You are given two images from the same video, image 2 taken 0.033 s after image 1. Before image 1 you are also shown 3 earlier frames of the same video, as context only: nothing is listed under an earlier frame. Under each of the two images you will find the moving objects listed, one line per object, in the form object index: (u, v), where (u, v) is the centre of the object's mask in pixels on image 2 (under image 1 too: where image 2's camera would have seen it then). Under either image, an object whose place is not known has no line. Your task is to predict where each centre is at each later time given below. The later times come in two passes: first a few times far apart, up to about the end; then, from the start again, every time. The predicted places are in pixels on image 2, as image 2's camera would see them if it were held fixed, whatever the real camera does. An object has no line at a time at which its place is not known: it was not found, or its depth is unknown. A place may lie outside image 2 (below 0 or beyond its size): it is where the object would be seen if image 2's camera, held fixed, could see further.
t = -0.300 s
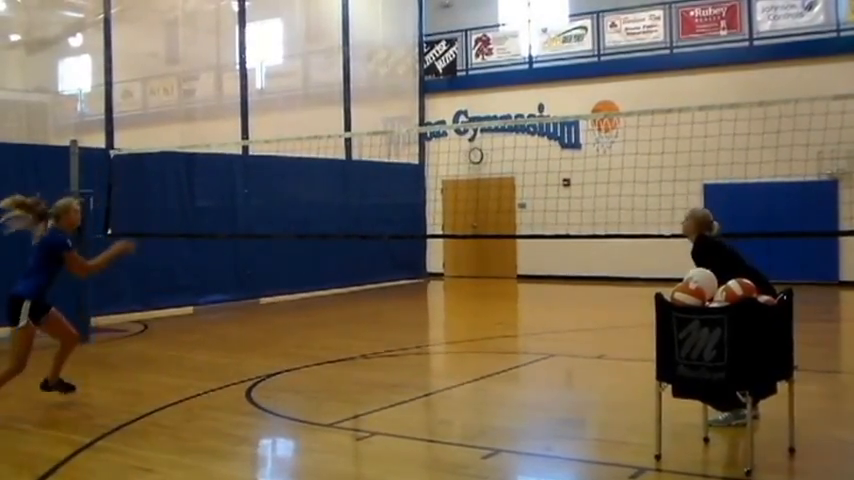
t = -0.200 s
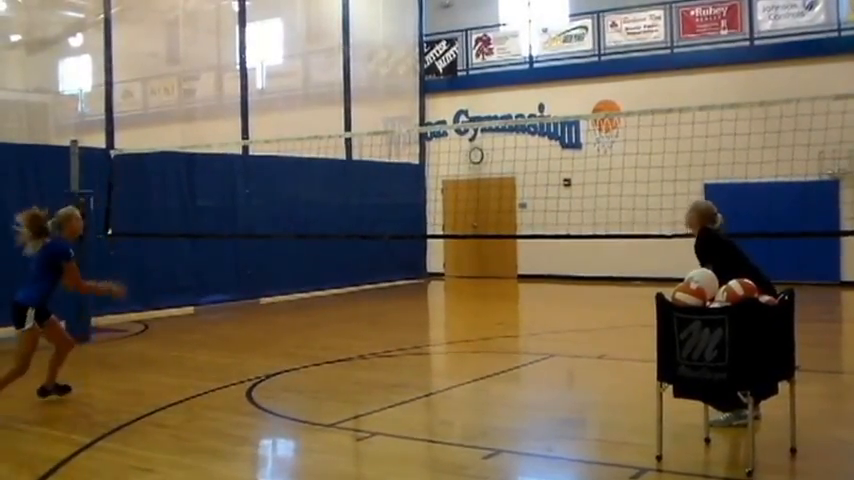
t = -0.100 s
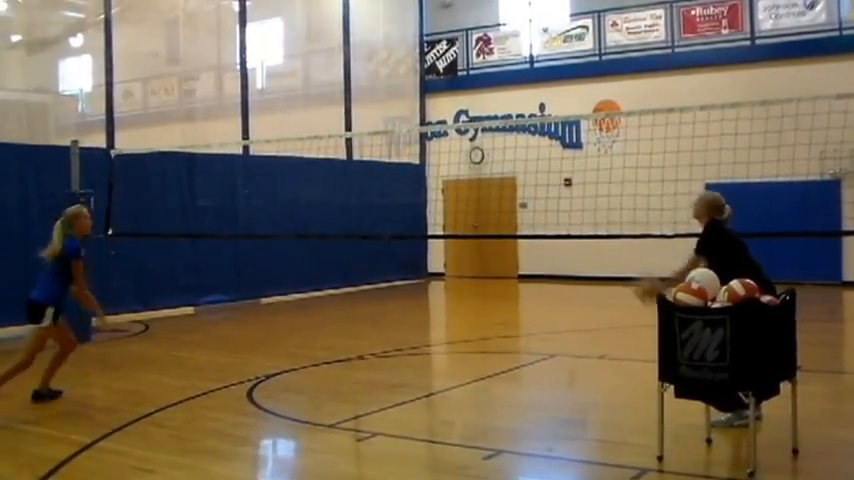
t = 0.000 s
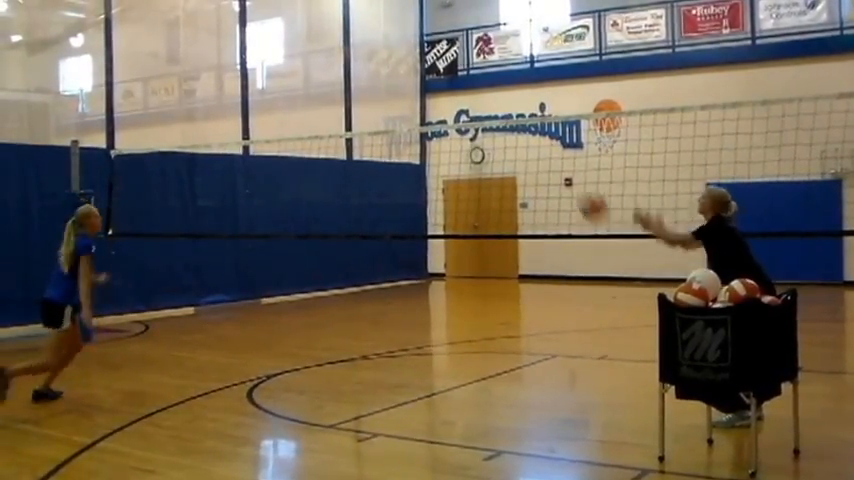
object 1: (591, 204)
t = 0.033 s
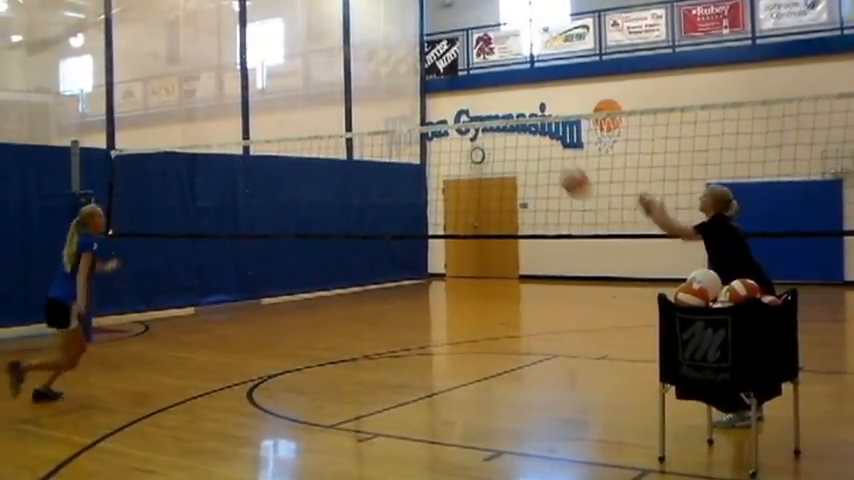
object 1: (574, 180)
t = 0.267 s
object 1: (461, 64)
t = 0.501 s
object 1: (364, 20)
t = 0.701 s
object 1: (294, 37)
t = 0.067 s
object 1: (556, 156)
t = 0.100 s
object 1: (541, 138)
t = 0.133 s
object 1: (525, 118)
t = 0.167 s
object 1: (507, 101)
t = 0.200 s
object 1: (491, 83)
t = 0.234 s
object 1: (477, 73)
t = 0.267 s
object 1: (461, 64)
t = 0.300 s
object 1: (447, 51)
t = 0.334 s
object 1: (432, 42)
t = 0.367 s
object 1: (418, 36)
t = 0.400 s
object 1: (403, 30)
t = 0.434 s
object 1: (390, 25)
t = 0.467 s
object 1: (377, 22)
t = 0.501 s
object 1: (364, 20)
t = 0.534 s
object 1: (351, 21)
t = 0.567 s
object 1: (339, 22)
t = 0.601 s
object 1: (327, 24)
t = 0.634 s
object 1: (316, 28)
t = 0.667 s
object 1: (304, 32)
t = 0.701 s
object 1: (294, 37)
